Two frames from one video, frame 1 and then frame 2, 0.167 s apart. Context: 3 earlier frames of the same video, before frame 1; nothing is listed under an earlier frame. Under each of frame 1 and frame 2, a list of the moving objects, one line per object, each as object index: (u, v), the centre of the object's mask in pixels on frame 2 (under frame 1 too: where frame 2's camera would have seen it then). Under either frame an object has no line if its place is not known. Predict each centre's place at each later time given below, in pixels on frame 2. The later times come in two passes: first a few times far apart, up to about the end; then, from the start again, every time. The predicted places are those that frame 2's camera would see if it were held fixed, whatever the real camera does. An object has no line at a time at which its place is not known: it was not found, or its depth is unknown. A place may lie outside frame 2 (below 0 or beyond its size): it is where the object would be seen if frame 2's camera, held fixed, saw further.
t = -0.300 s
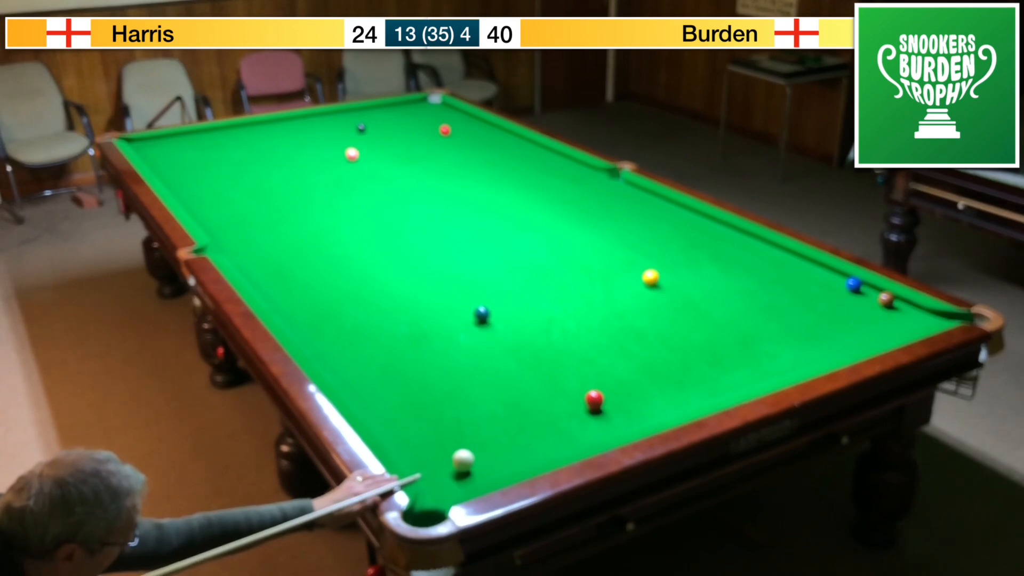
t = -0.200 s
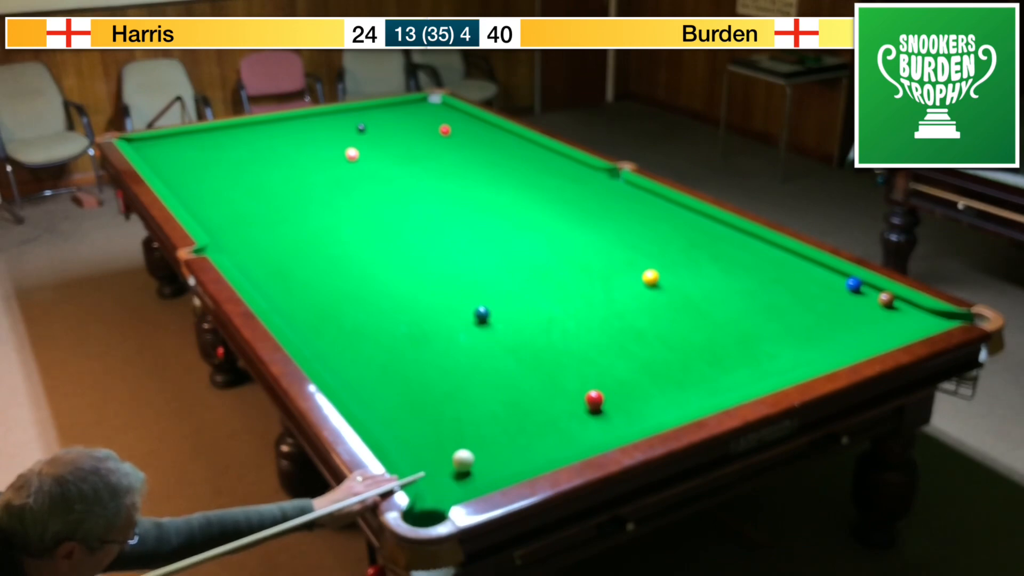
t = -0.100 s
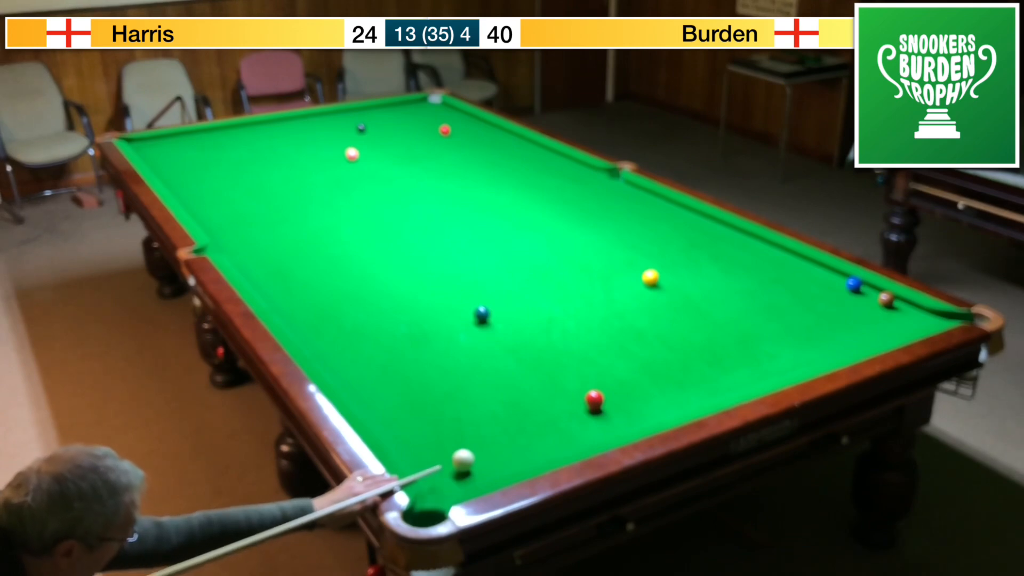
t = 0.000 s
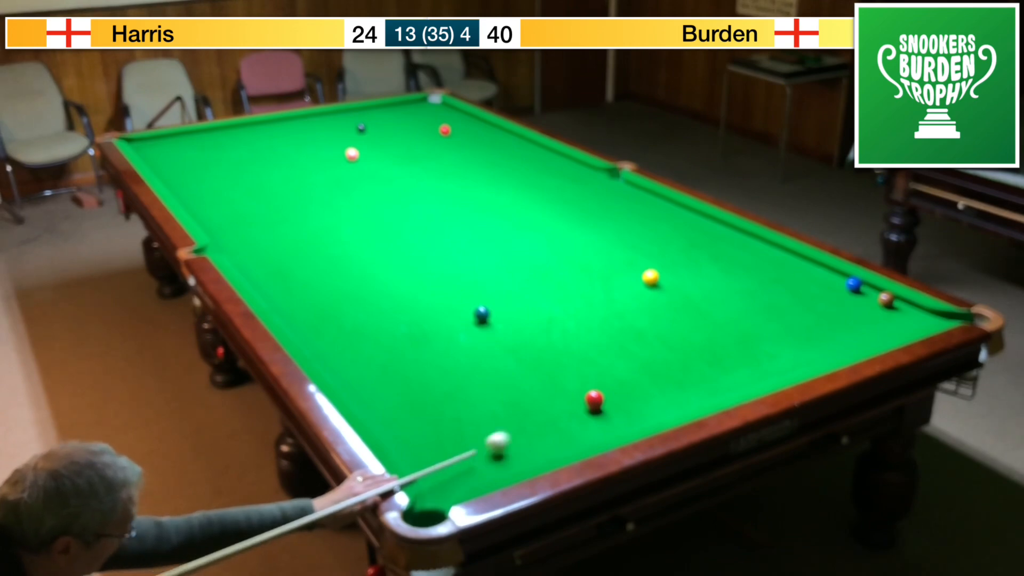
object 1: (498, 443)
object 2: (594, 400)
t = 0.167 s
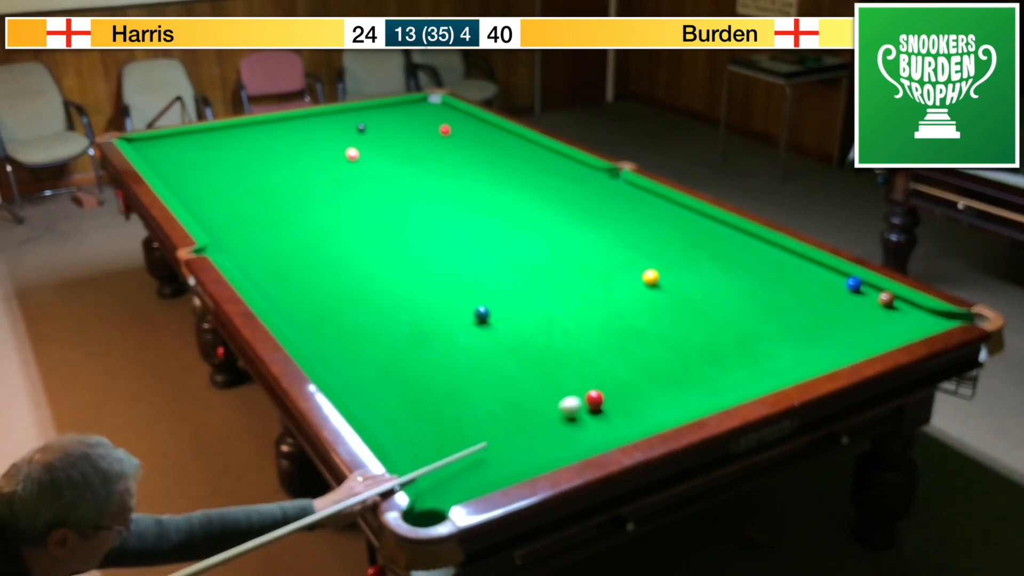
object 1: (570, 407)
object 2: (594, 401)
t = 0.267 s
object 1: (573, 397)
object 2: (627, 391)
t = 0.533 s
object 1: (583, 372)
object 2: (703, 373)
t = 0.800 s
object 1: (592, 350)
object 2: (768, 356)
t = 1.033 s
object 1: (598, 333)
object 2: (819, 343)
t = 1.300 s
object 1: (605, 317)
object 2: (873, 330)
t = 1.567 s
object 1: (610, 302)
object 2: (921, 316)
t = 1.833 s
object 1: (615, 290)
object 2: (938, 316)
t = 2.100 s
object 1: (619, 279)
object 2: (922, 310)
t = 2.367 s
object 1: (624, 270)
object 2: (907, 307)
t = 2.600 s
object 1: (627, 263)
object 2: (897, 306)
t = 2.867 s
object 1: (630, 257)
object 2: (892, 306)
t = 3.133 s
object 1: (632, 251)
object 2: (891, 306)
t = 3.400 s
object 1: (634, 246)
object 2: (891, 306)
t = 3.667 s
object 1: (636, 242)
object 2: (891, 306)
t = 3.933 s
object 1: (637, 239)
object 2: (891, 306)
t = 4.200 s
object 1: (638, 237)
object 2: (891, 306)
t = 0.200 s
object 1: (575, 403)
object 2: (602, 398)
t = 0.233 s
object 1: (574, 400)
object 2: (615, 394)
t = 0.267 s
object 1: (573, 397)
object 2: (627, 391)
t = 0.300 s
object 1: (574, 394)
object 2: (639, 389)
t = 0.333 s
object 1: (575, 391)
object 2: (649, 386)
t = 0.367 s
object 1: (576, 388)
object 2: (659, 384)
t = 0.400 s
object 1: (577, 384)
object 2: (668, 382)
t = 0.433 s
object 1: (579, 381)
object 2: (677, 379)
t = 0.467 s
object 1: (580, 378)
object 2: (686, 377)
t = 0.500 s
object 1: (581, 375)
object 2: (694, 375)
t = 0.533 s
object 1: (583, 372)
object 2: (703, 373)
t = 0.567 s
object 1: (584, 369)
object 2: (711, 371)
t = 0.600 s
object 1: (585, 366)
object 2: (720, 368)
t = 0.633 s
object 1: (586, 363)
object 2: (728, 366)
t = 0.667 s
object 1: (587, 361)
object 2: (736, 364)
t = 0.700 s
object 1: (588, 358)
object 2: (744, 362)
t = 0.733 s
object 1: (589, 355)
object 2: (752, 360)
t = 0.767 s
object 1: (591, 353)
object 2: (760, 358)
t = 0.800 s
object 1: (592, 350)
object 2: (768, 356)
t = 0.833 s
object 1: (593, 347)
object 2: (775, 354)
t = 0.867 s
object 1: (594, 345)
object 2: (783, 353)
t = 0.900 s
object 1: (595, 342)
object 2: (790, 350)
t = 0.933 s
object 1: (595, 340)
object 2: (798, 349)
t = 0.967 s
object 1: (597, 338)
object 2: (805, 347)
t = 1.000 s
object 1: (598, 335)
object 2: (812, 345)
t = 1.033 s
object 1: (598, 333)
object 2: (819, 343)
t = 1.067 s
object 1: (599, 331)
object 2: (826, 342)
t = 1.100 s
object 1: (600, 329)
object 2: (833, 340)
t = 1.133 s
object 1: (601, 326)
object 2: (840, 338)
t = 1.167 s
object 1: (602, 324)
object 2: (846, 336)
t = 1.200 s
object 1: (602, 322)
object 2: (853, 334)
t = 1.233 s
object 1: (603, 321)
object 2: (860, 333)
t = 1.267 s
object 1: (604, 319)
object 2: (866, 331)
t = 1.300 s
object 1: (605, 317)
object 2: (873, 330)
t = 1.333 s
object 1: (605, 315)
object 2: (879, 328)
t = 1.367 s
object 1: (606, 313)
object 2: (885, 326)
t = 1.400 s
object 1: (607, 311)
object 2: (891, 325)
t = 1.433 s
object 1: (608, 309)
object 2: (897, 323)
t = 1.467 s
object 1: (608, 307)
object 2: (903, 321)
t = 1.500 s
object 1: (609, 306)
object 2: (909, 320)
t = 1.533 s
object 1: (609, 304)
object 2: (915, 318)
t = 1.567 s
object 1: (610, 302)
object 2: (921, 316)
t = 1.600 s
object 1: (611, 301)
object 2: (927, 315)
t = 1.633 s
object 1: (611, 299)
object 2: (933, 313)
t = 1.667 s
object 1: (612, 297)
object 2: (936, 313)
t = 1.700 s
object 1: (613, 296)
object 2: (938, 315)
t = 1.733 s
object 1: (613, 294)
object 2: (940, 316)
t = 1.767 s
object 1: (614, 293)
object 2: (941, 317)
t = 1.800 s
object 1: (614, 292)
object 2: (940, 317)
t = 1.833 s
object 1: (615, 290)
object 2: (938, 316)
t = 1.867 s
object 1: (615, 289)
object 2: (936, 315)
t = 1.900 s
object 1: (616, 287)
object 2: (934, 315)
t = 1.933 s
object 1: (616, 286)
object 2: (932, 314)
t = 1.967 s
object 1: (617, 284)
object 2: (931, 313)
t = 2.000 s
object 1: (618, 283)
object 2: (928, 312)
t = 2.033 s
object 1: (618, 282)
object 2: (927, 311)
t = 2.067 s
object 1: (619, 280)
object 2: (925, 310)
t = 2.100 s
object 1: (619, 279)
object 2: (922, 310)
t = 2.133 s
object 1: (620, 278)
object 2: (920, 310)
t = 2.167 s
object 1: (620, 277)
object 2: (918, 309)
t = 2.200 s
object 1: (621, 276)
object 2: (916, 309)
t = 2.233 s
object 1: (621, 275)
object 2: (914, 308)
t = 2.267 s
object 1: (622, 273)
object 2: (912, 308)
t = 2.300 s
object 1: (623, 272)
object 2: (910, 308)
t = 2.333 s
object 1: (623, 271)
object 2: (909, 307)
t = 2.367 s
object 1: (624, 270)
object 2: (907, 307)
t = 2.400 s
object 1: (624, 269)
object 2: (905, 307)
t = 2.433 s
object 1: (625, 268)
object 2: (903, 306)
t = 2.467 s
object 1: (625, 267)
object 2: (902, 306)
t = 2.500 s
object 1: (625, 266)
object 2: (900, 306)
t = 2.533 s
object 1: (626, 265)
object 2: (899, 306)
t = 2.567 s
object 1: (626, 264)
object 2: (898, 306)
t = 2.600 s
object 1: (627, 263)
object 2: (897, 306)
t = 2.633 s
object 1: (627, 262)
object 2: (896, 306)
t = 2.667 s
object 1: (628, 262)
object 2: (896, 306)
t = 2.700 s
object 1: (628, 261)
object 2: (895, 306)
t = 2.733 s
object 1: (628, 260)
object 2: (894, 306)
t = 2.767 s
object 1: (629, 259)
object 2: (894, 306)
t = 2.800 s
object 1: (629, 258)
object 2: (893, 306)
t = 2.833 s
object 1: (630, 257)
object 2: (893, 306)
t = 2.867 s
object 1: (630, 257)
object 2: (892, 306)
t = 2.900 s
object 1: (630, 256)
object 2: (892, 306)
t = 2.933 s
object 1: (631, 255)
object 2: (892, 306)
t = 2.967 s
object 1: (631, 254)
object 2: (891, 306)
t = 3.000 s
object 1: (631, 253)
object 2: (891, 306)
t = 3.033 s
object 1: (631, 253)
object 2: (891, 306)
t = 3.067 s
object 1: (632, 252)
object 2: (891, 306)
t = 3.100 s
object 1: (632, 252)
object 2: (891, 306)
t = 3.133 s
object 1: (632, 251)
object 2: (891, 306)
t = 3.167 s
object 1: (632, 250)
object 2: (891, 306)
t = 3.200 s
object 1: (633, 249)
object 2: (890, 306)
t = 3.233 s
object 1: (633, 249)
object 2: (890, 306)
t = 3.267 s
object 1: (633, 248)
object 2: (891, 306)
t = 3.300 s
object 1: (634, 248)
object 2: (891, 306)
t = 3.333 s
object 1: (634, 247)
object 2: (891, 306)
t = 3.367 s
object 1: (634, 246)
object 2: (891, 306)
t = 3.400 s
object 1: (634, 246)
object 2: (891, 306)
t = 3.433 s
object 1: (635, 246)
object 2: (891, 306)
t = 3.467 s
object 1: (635, 245)
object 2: (891, 306)
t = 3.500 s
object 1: (635, 244)
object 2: (891, 306)
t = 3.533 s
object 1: (635, 244)
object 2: (891, 306)
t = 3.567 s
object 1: (635, 243)
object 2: (891, 306)
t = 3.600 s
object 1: (636, 243)
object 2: (891, 306)
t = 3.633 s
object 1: (636, 242)
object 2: (891, 306)
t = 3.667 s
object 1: (636, 242)
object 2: (891, 306)
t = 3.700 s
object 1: (636, 242)
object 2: (891, 306)
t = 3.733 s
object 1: (636, 241)
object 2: (891, 306)
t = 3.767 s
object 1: (636, 241)
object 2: (891, 306)
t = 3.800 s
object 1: (637, 241)
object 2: (891, 306)
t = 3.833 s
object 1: (637, 240)
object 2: (891, 306)
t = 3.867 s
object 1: (637, 240)
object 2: (891, 306)
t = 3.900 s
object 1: (637, 239)
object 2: (891, 306)
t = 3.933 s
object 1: (637, 239)
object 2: (891, 306)
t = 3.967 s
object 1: (637, 239)
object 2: (891, 306)
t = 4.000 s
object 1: (637, 239)
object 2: (891, 306)
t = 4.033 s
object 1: (637, 238)
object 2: (891, 306)
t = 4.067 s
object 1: (638, 238)
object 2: (891, 306)
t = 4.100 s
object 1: (638, 238)
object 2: (891, 306)
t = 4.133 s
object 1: (638, 237)
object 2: (891, 306)
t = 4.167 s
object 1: (638, 237)
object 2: (891, 306)
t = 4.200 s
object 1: (638, 237)
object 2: (891, 306)
